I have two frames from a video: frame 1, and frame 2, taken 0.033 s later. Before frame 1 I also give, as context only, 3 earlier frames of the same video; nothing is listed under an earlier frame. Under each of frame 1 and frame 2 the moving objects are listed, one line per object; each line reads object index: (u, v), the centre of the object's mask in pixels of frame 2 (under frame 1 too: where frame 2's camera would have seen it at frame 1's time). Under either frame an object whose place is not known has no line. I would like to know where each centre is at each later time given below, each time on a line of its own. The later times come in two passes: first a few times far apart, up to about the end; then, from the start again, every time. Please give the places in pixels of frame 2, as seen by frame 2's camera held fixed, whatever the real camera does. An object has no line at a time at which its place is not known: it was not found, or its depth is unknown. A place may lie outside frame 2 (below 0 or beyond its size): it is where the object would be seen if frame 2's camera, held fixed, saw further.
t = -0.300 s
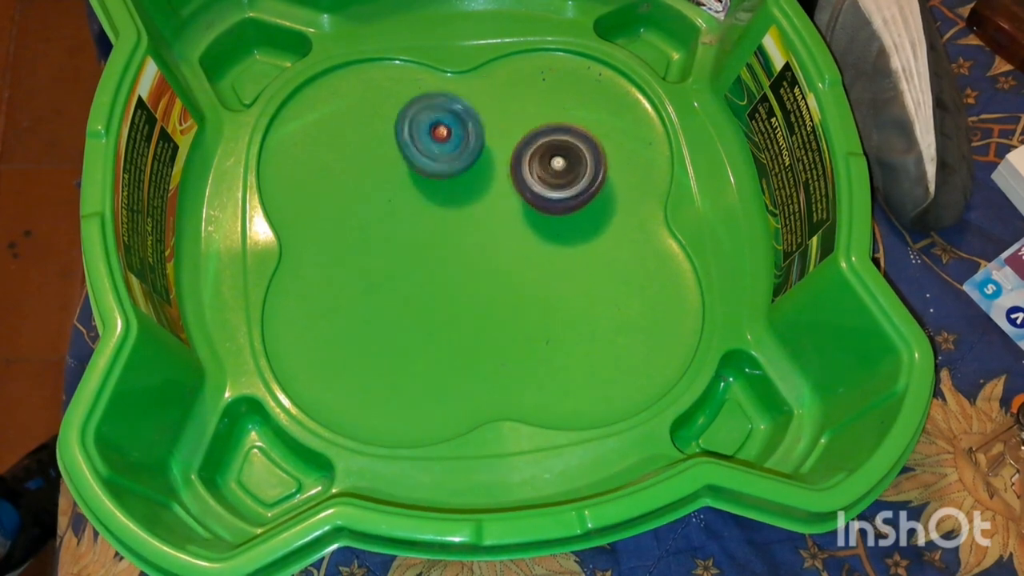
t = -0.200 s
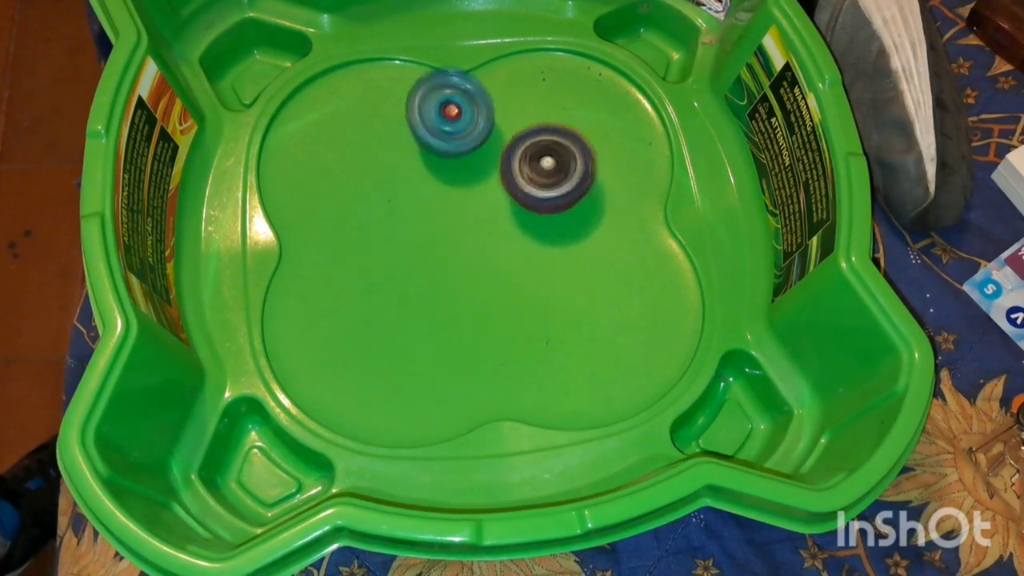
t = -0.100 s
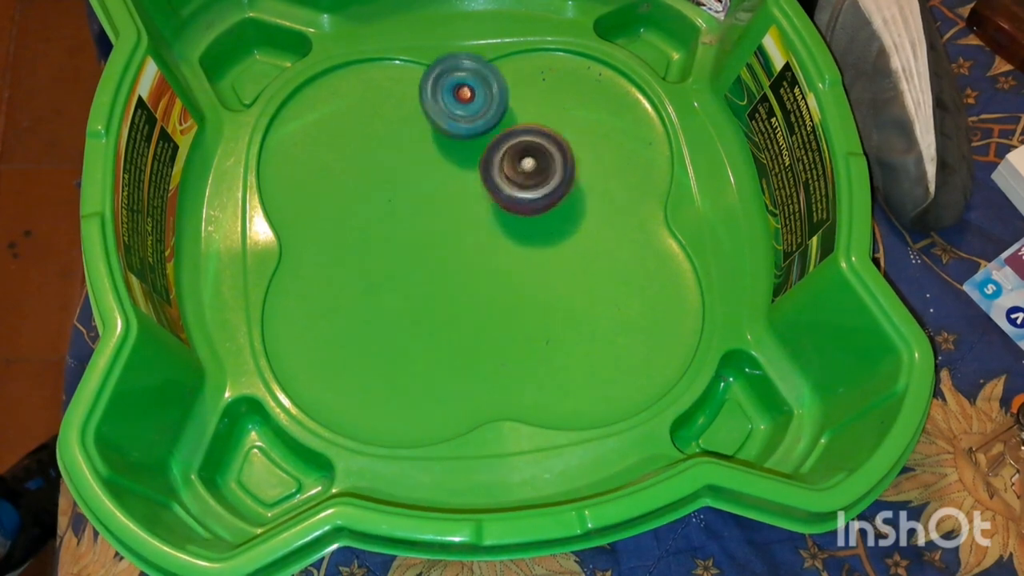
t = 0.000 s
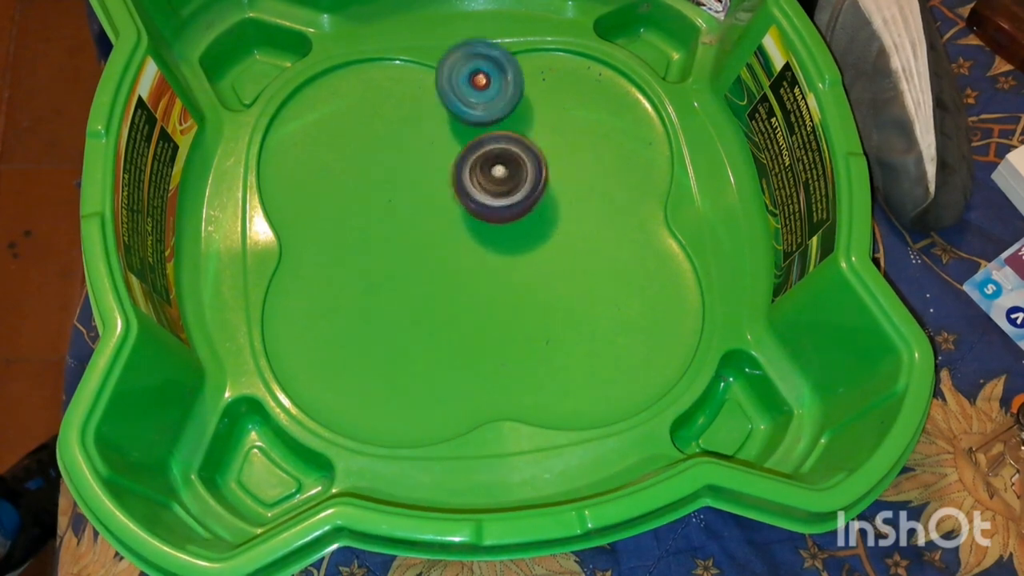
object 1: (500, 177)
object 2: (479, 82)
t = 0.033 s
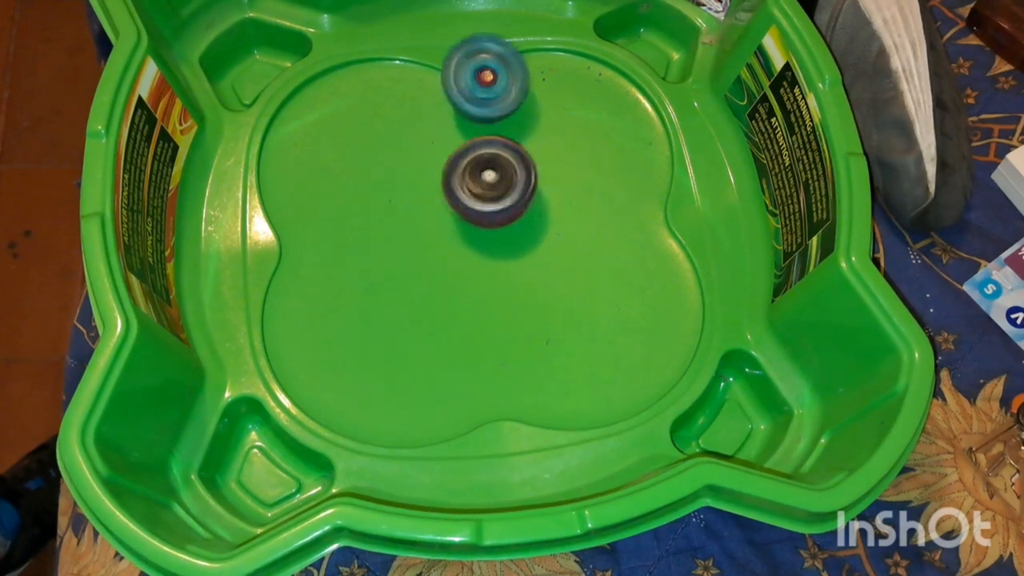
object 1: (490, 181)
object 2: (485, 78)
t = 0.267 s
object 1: (448, 226)
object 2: (532, 68)
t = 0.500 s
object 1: (458, 247)
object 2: (583, 80)
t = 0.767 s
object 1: (497, 222)
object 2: (621, 113)
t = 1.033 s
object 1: (502, 157)
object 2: (622, 156)
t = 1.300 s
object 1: (489, 140)
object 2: (577, 204)
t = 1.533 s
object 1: (482, 136)
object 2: (515, 253)
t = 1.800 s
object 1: (471, 136)
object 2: (472, 299)
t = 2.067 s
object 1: (474, 179)
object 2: (446, 291)
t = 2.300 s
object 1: (564, 158)
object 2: (353, 326)
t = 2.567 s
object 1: (637, 110)
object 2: (316, 300)
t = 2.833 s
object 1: (619, 100)
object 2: (350, 229)
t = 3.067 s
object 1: (532, 134)
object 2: (412, 158)
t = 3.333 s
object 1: (591, 236)
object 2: (336, 80)
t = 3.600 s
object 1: (535, 261)
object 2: (397, 56)
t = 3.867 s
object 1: (466, 187)
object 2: (471, 88)
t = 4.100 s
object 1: (411, 186)
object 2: (598, 88)
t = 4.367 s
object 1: (456, 199)
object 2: (648, 146)
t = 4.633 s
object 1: (485, 240)
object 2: (597, 216)
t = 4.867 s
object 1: (441, 235)
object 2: (533, 223)
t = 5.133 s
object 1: (315, 160)
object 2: (531, 208)
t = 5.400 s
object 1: (329, 127)
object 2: (511, 156)
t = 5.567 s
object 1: (393, 131)
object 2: (518, 132)
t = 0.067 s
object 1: (480, 187)
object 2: (491, 75)
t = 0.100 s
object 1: (472, 194)
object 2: (497, 73)
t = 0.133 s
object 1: (466, 199)
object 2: (504, 71)
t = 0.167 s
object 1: (460, 206)
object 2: (511, 70)
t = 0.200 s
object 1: (454, 212)
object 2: (518, 69)
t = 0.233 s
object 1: (450, 220)
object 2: (525, 69)
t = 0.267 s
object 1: (448, 226)
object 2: (532, 68)
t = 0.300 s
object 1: (447, 232)
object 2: (540, 69)
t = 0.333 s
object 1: (447, 237)
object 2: (547, 70)
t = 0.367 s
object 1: (448, 241)
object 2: (555, 71)
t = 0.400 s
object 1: (450, 244)
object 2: (562, 72)
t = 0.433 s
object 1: (453, 246)
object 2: (569, 74)
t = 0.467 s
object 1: (455, 247)
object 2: (576, 77)
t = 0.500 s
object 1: (458, 247)
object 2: (583, 80)
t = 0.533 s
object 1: (463, 247)
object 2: (589, 82)
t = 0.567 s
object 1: (466, 246)
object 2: (595, 86)
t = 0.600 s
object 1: (470, 245)
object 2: (601, 90)
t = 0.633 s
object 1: (475, 243)
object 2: (607, 94)
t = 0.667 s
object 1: (481, 239)
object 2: (611, 98)
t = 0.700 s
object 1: (486, 234)
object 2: (615, 102)
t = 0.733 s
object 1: (492, 228)
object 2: (619, 108)
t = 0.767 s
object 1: (497, 222)
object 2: (621, 113)
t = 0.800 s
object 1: (501, 213)
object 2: (624, 117)
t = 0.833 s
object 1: (504, 205)
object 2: (625, 123)
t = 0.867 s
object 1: (506, 196)
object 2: (626, 128)
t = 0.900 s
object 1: (506, 187)
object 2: (627, 134)
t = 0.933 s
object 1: (506, 178)
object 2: (626, 139)
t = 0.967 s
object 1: (506, 171)
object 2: (625, 144)
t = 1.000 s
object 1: (504, 163)
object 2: (624, 150)
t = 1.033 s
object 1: (502, 157)
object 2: (622, 156)
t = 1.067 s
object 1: (499, 151)
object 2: (619, 162)
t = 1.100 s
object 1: (497, 147)
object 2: (615, 169)
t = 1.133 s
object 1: (496, 143)
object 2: (610, 175)
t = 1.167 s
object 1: (494, 140)
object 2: (605, 180)
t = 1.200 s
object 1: (494, 140)
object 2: (599, 187)
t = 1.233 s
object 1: (492, 140)
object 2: (592, 193)
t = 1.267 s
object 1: (491, 139)
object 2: (585, 198)
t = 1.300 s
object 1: (489, 140)
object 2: (577, 204)
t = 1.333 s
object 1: (488, 140)
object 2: (568, 209)
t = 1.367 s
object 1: (488, 141)
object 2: (560, 213)
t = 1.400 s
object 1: (487, 142)
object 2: (549, 219)
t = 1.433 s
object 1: (486, 144)
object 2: (540, 224)
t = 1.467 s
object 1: (485, 145)
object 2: (531, 229)
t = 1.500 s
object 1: (484, 139)
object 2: (523, 243)
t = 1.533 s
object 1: (482, 136)
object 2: (515, 253)
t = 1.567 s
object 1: (479, 134)
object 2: (508, 261)
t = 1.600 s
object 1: (478, 133)
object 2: (501, 270)
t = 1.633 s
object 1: (476, 132)
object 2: (494, 278)
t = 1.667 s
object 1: (476, 133)
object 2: (489, 283)
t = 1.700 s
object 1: (474, 133)
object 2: (485, 289)
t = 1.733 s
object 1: (472, 133)
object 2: (480, 294)
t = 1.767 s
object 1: (472, 135)
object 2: (475, 297)
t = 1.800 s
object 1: (471, 136)
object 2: (472, 299)
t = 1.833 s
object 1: (470, 138)
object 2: (468, 302)
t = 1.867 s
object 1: (469, 140)
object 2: (465, 303)
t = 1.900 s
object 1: (469, 145)
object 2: (462, 303)
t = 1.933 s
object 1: (469, 150)
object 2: (459, 302)
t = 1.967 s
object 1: (468, 156)
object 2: (455, 302)
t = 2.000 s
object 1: (468, 164)
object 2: (452, 300)
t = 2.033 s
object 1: (471, 172)
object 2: (448, 296)
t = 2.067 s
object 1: (474, 179)
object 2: (446, 291)
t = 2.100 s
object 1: (477, 188)
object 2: (442, 287)
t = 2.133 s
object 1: (482, 196)
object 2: (439, 282)
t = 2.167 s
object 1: (501, 191)
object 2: (413, 294)
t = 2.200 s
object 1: (521, 182)
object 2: (390, 308)
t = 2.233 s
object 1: (536, 174)
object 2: (373, 317)
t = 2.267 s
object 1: (551, 168)
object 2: (362, 322)
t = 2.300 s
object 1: (564, 158)
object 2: (353, 326)
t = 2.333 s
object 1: (577, 152)
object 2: (344, 327)
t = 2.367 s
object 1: (590, 144)
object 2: (337, 325)
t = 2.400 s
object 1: (599, 137)
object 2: (331, 324)
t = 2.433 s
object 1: (609, 131)
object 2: (326, 321)
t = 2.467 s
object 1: (618, 125)
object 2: (321, 318)
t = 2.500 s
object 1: (625, 120)
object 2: (319, 313)
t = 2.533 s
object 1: (633, 115)
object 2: (317, 307)
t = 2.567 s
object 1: (637, 110)
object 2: (316, 300)
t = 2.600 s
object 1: (641, 107)
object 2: (317, 293)
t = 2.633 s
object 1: (644, 104)
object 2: (319, 285)
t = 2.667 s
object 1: (645, 102)
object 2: (322, 277)
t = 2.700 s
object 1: (643, 99)
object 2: (326, 268)
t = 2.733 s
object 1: (638, 97)
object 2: (330, 260)
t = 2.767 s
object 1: (634, 97)
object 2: (336, 250)
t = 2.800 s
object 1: (628, 98)
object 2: (342, 240)
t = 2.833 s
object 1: (619, 100)
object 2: (350, 229)
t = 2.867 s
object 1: (611, 102)
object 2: (358, 218)
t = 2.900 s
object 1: (600, 106)
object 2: (367, 208)
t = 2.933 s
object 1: (588, 110)
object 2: (376, 197)
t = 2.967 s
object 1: (575, 115)
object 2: (385, 187)
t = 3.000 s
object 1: (560, 121)
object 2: (394, 177)
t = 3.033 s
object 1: (547, 127)
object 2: (403, 167)
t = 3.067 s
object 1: (532, 134)
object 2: (412, 158)
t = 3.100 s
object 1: (518, 143)
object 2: (422, 148)
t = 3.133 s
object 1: (536, 162)
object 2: (391, 121)
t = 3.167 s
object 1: (559, 182)
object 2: (360, 95)
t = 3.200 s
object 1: (572, 197)
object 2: (338, 72)
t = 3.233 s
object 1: (582, 209)
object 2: (329, 62)
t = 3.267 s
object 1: (586, 221)
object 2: (331, 69)
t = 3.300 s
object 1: (589, 228)
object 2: (335, 76)
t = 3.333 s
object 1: (591, 236)
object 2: (336, 80)
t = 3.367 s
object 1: (589, 245)
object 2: (337, 82)
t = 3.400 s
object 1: (585, 252)
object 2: (342, 79)
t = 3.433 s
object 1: (580, 259)
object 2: (347, 75)
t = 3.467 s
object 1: (573, 263)
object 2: (356, 70)
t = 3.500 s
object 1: (565, 265)
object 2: (365, 65)
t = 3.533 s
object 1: (555, 266)
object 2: (375, 60)
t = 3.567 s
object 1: (545, 265)
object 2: (387, 58)
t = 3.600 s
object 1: (535, 261)
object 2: (397, 56)
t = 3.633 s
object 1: (524, 256)
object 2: (408, 55)
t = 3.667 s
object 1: (513, 248)
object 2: (417, 57)
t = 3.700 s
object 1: (502, 240)
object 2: (425, 60)
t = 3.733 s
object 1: (493, 230)
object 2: (432, 64)
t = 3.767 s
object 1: (485, 219)
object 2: (440, 68)
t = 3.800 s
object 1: (475, 208)
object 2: (450, 75)
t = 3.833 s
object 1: (471, 199)
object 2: (461, 81)
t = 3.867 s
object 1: (466, 187)
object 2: (471, 88)
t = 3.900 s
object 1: (458, 178)
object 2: (483, 94)
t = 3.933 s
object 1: (442, 186)
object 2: (516, 83)
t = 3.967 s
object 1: (427, 189)
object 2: (541, 78)
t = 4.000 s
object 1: (415, 189)
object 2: (562, 79)
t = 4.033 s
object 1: (410, 186)
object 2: (577, 82)
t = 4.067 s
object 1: (411, 186)
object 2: (588, 85)
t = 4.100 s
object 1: (411, 186)
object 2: (598, 88)
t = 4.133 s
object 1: (410, 184)
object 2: (608, 91)
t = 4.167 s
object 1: (415, 181)
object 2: (617, 96)
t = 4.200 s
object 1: (423, 182)
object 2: (625, 103)
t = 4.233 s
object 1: (428, 188)
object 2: (633, 109)
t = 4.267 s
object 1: (431, 193)
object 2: (639, 117)
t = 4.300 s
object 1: (436, 194)
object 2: (644, 125)
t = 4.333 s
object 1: (446, 195)
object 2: (647, 136)
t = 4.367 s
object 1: (456, 199)
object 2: (648, 146)
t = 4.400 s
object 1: (463, 206)
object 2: (647, 156)
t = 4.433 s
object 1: (468, 212)
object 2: (644, 165)
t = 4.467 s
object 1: (475, 217)
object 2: (640, 177)
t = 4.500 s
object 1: (483, 219)
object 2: (635, 185)
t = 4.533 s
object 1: (487, 226)
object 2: (627, 194)
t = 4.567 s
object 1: (488, 231)
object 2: (619, 202)
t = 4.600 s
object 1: (487, 235)
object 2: (608, 211)
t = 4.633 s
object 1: (485, 240)
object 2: (597, 216)
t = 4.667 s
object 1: (486, 242)
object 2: (585, 220)
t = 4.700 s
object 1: (481, 246)
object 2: (578, 223)
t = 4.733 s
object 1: (470, 247)
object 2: (576, 227)
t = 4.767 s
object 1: (460, 245)
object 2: (567, 227)
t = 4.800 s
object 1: (450, 243)
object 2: (557, 227)
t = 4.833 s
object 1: (443, 239)
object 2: (544, 229)
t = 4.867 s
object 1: (441, 235)
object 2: (533, 223)
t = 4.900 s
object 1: (427, 225)
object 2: (532, 220)
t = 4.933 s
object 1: (405, 212)
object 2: (542, 220)
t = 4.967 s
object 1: (385, 199)
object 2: (547, 219)
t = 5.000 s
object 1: (365, 188)
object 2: (549, 221)
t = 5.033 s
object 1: (348, 179)
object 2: (548, 220)
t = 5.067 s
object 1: (335, 172)
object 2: (543, 218)
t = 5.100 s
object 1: (325, 166)
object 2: (536, 214)
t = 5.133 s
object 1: (315, 160)
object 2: (531, 208)
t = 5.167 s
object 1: (310, 154)
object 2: (526, 202)
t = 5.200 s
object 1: (307, 148)
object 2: (523, 196)
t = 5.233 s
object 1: (307, 143)
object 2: (518, 190)
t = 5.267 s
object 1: (308, 138)
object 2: (516, 182)
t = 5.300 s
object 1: (312, 135)
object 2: (513, 177)
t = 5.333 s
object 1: (315, 132)
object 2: (512, 169)
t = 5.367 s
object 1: (321, 129)
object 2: (510, 163)
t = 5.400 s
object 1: (329, 127)
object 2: (511, 156)
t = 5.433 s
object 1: (339, 126)
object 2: (511, 151)
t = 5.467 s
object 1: (351, 126)
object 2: (512, 145)
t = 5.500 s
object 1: (364, 128)
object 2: (513, 141)
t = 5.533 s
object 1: (378, 130)
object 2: (515, 136)
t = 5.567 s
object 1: (393, 131)
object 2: (518, 132)
